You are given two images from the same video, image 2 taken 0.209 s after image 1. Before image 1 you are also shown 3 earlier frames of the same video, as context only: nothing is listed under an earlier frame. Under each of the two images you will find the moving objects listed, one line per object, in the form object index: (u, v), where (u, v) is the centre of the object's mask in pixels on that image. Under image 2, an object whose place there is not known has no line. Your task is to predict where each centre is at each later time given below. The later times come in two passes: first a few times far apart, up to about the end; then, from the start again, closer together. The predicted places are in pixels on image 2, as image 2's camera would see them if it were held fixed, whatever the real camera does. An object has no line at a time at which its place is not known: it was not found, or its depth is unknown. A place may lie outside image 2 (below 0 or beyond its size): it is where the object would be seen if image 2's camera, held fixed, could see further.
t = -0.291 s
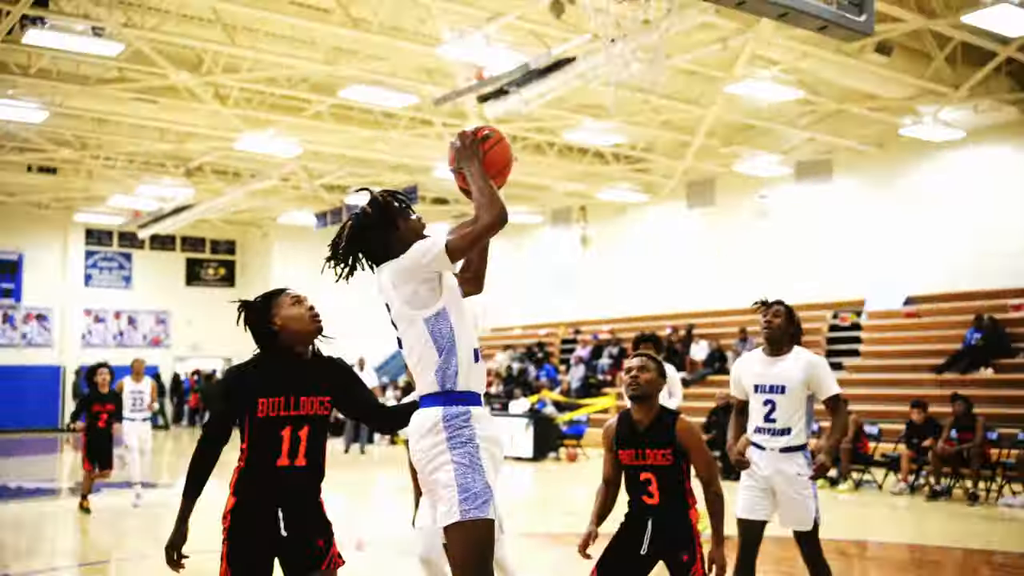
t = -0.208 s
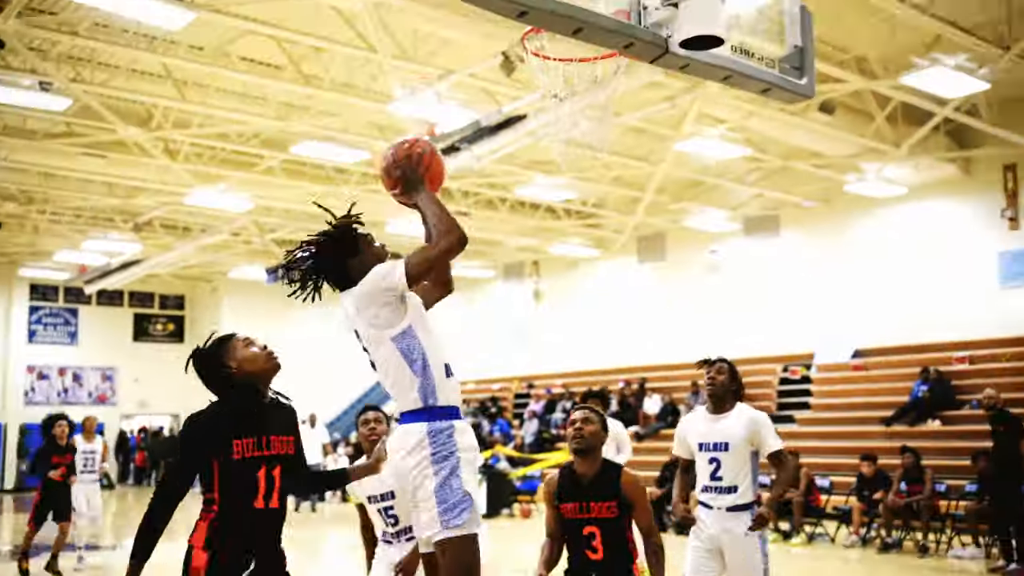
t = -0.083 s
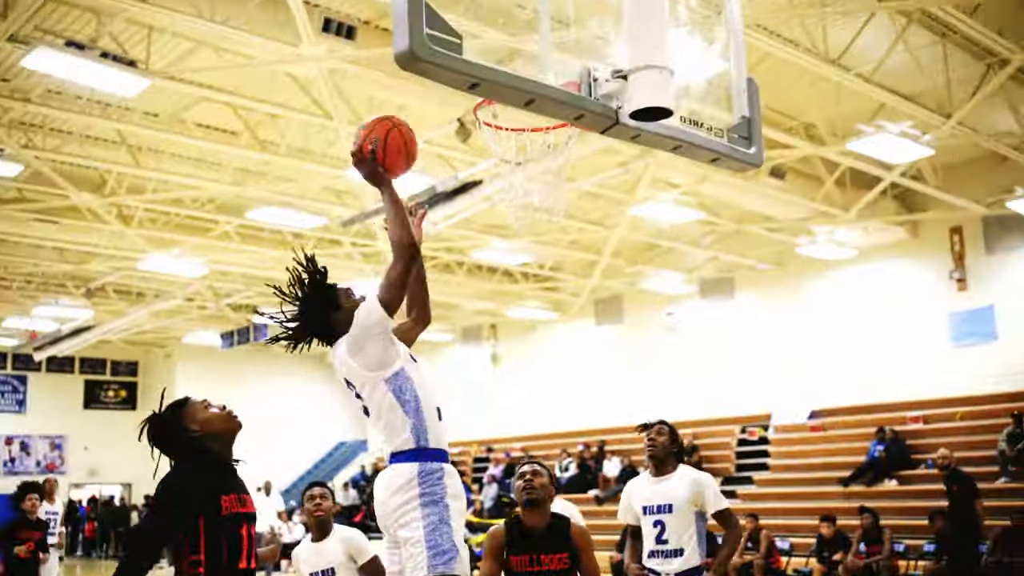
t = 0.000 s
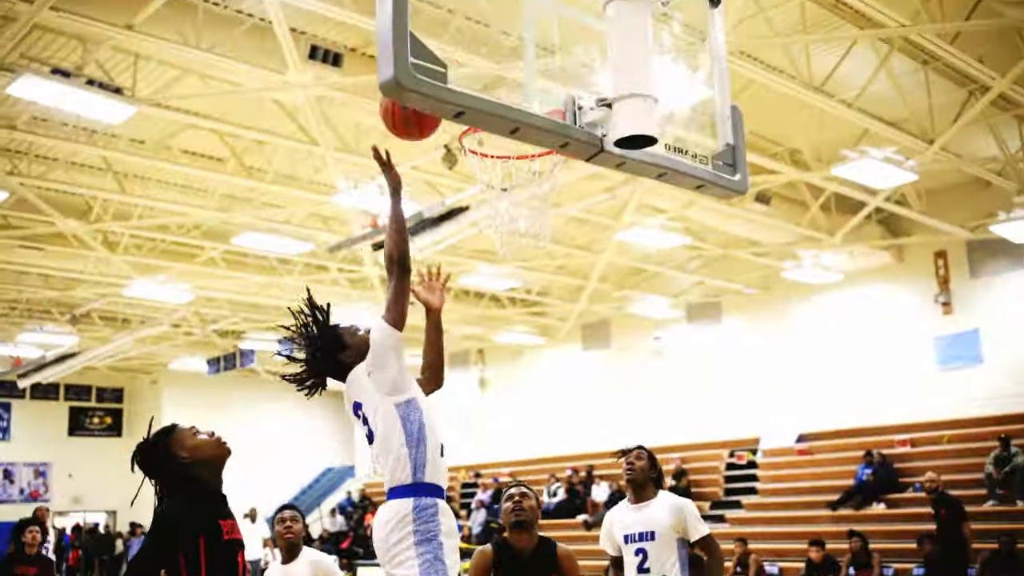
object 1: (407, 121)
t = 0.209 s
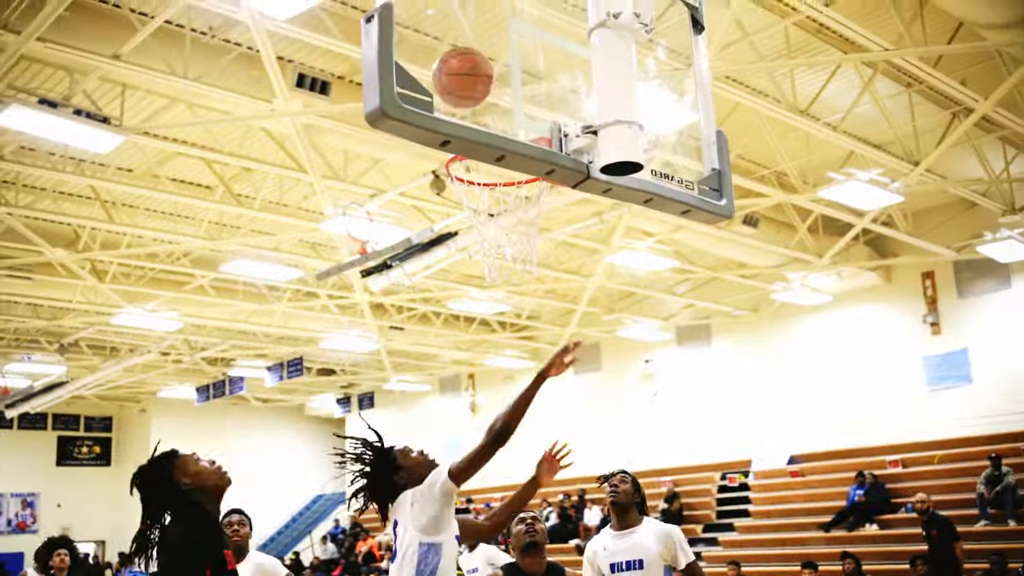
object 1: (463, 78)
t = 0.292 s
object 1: (464, 95)
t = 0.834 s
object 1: (513, 218)
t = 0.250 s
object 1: (463, 86)
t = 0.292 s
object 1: (464, 95)
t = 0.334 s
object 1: (469, 104)
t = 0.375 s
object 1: (469, 106)
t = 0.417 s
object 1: (471, 105)
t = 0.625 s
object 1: (464, 166)
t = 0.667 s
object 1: (474, 171)
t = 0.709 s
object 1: (484, 176)
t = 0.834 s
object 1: (513, 218)
